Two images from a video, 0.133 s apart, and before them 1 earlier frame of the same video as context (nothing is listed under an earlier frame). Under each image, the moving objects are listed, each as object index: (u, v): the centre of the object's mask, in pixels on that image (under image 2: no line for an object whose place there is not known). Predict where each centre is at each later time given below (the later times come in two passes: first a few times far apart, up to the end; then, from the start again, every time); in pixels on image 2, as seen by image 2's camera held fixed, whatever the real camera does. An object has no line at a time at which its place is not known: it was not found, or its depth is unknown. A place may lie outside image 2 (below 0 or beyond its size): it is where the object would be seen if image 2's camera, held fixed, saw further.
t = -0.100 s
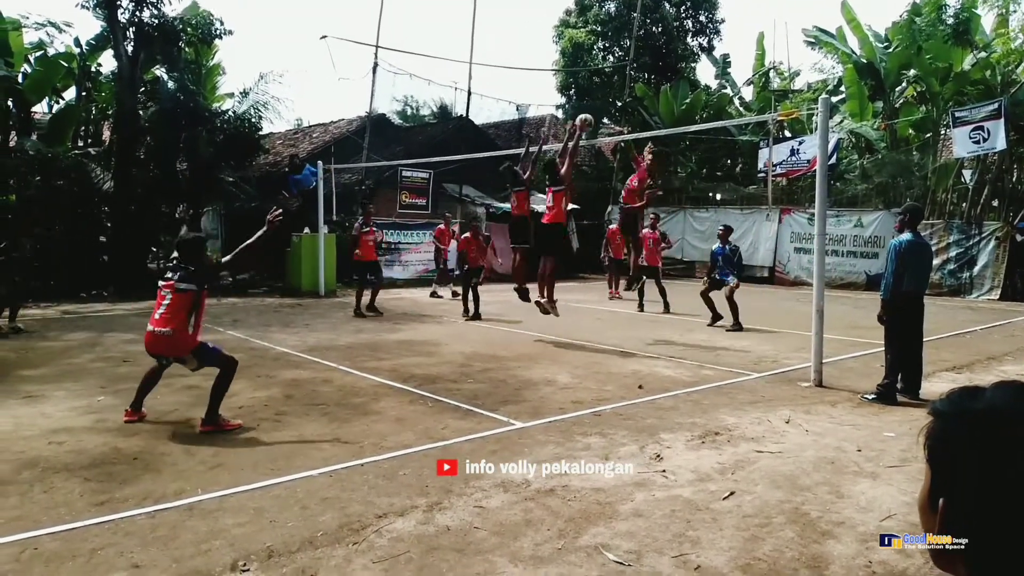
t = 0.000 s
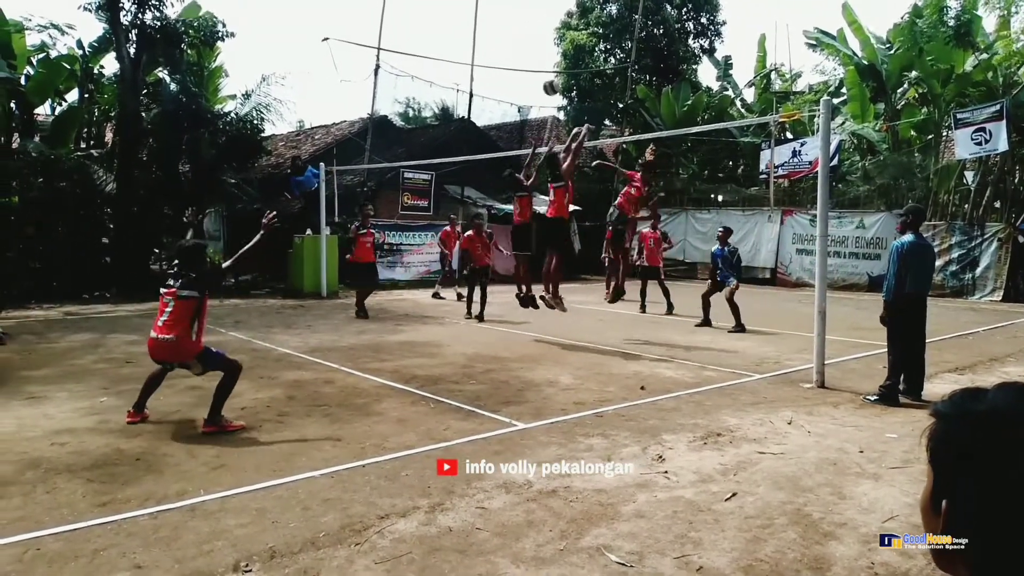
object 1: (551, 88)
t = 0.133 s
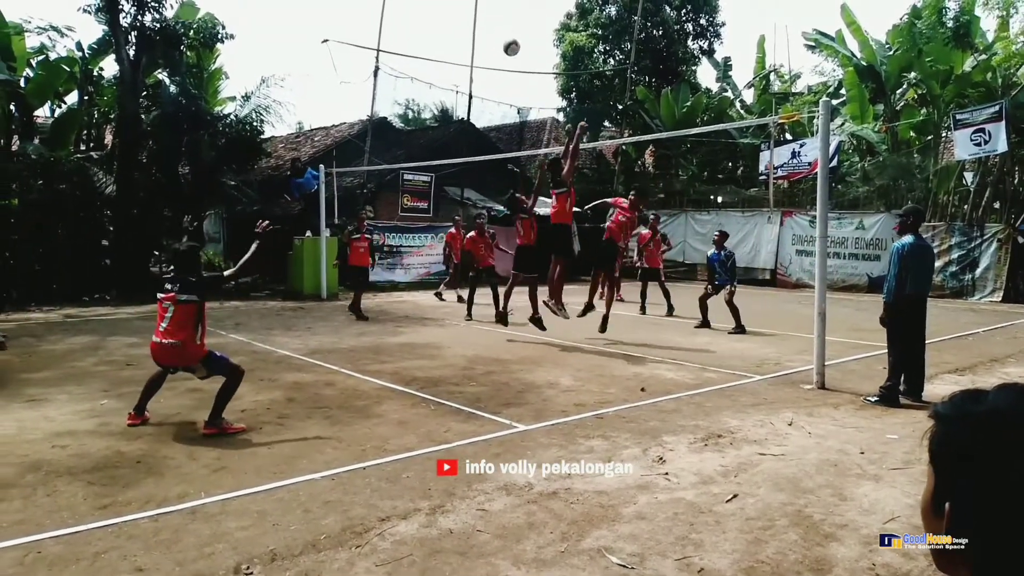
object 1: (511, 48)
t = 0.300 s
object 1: (463, 18)
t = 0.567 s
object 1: (386, 20)
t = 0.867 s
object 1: (304, 92)
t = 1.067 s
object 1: (256, 176)
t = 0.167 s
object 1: (502, 40)
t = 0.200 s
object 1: (492, 33)
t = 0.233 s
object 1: (482, 27)
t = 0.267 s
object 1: (472, 22)
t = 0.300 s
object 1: (463, 18)
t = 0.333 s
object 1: (453, 15)
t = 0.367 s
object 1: (443, 13)
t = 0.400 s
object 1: (434, 12)
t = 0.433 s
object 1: (424, 11)
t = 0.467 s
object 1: (414, 12)
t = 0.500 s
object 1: (405, 14)
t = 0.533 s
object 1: (395, 17)
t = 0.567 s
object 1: (386, 20)
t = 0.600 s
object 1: (376, 24)
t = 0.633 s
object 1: (367, 30)
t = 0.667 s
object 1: (358, 36)
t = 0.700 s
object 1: (349, 43)
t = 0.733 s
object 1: (340, 51)
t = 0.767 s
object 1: (331, 60)
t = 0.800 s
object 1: (322, 69)
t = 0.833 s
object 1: (313, 80)
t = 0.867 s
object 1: (304, 92)
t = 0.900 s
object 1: (296, 104)
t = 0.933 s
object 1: (288, 117)
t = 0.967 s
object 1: (279, 129)
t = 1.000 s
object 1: (271, 145)
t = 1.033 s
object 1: (263, 158)
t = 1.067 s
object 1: (256, 176)
